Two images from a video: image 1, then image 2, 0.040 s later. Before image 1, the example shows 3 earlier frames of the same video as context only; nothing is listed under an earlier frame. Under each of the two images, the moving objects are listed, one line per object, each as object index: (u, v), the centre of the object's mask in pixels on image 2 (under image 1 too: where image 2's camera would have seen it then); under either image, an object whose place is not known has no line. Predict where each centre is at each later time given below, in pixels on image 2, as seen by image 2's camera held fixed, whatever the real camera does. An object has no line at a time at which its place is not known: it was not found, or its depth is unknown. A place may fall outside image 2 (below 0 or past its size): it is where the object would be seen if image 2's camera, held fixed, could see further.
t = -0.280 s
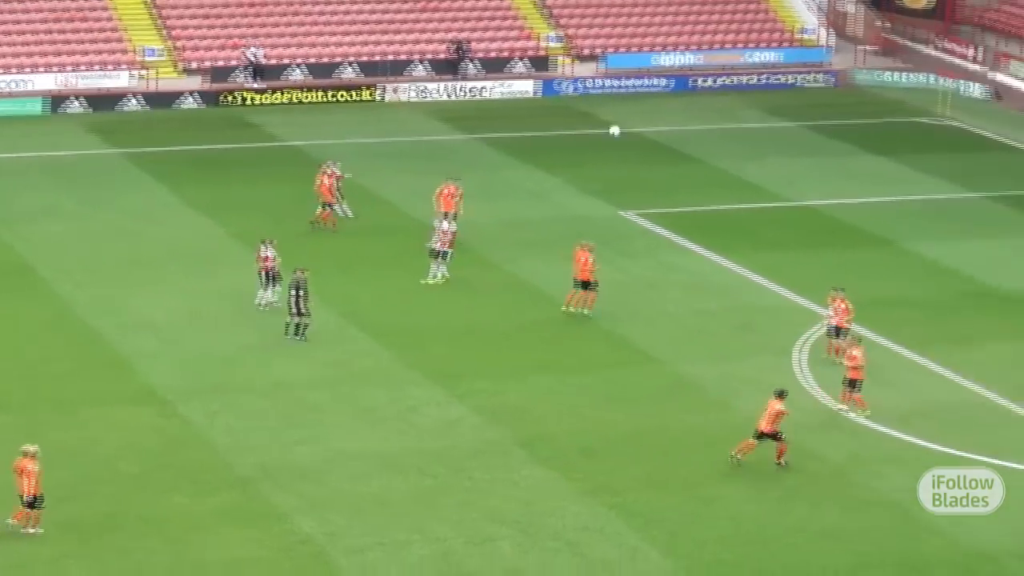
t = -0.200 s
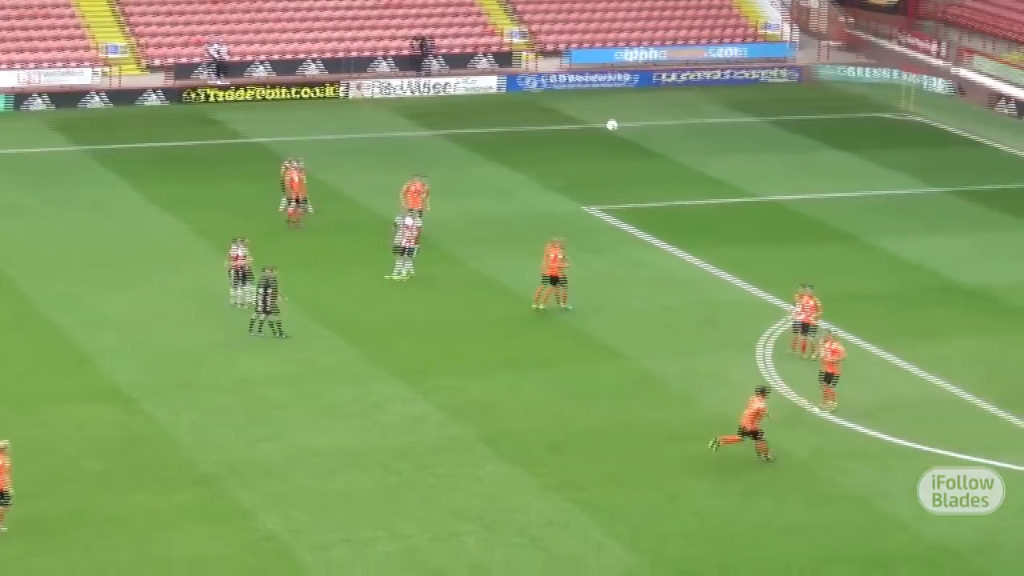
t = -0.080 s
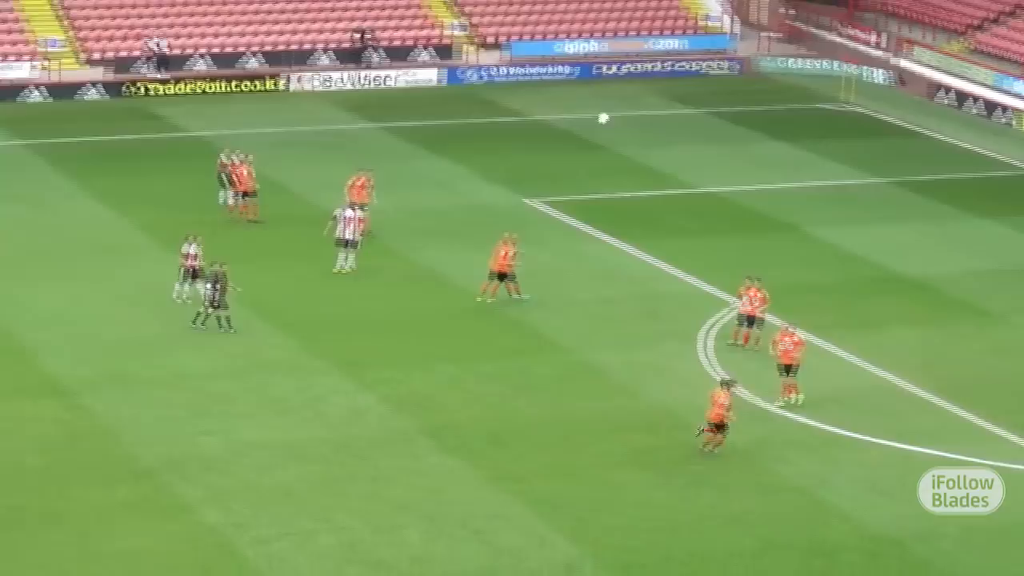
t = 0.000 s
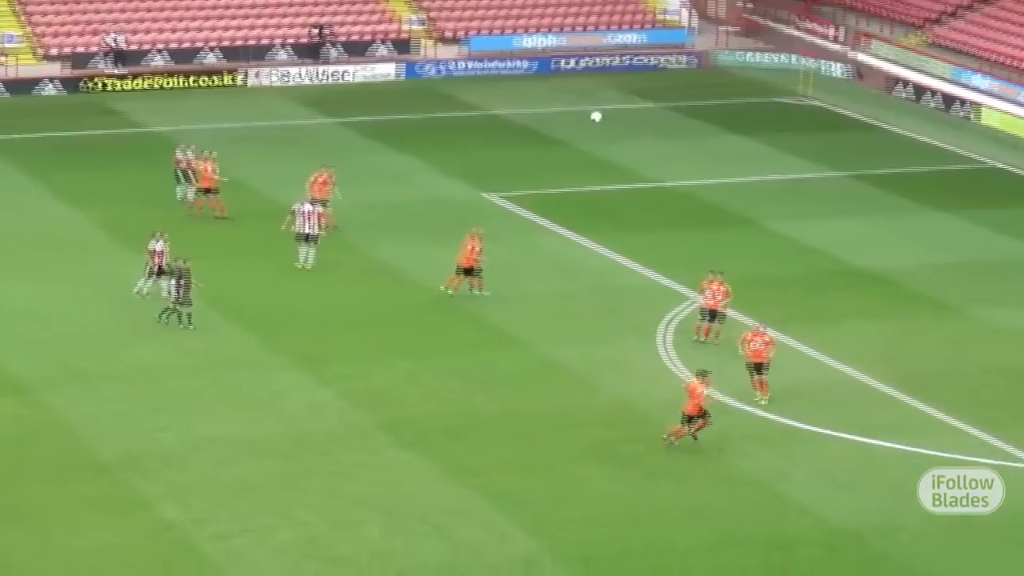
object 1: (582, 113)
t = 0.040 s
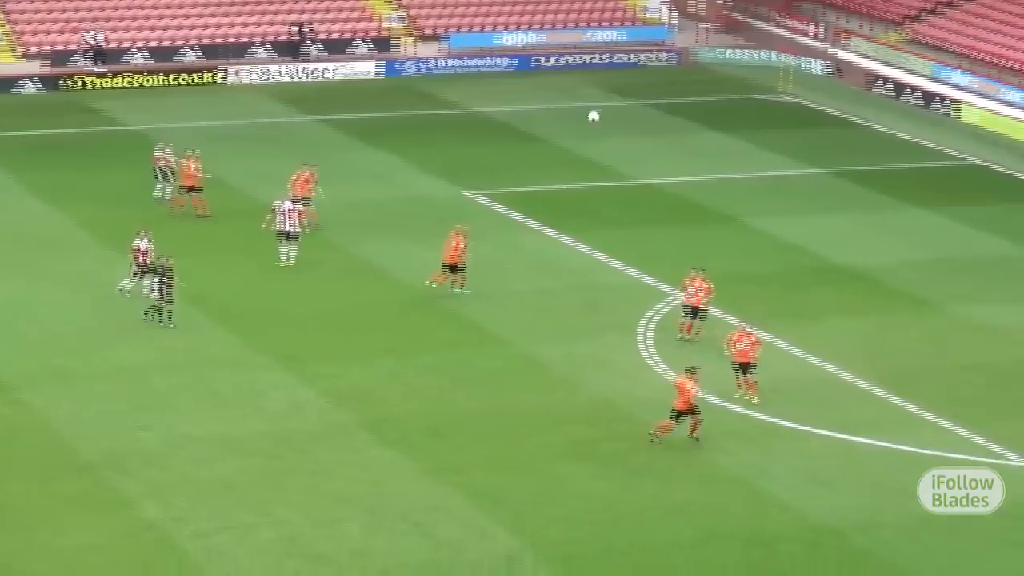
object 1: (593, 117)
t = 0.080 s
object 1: (606, 119)
